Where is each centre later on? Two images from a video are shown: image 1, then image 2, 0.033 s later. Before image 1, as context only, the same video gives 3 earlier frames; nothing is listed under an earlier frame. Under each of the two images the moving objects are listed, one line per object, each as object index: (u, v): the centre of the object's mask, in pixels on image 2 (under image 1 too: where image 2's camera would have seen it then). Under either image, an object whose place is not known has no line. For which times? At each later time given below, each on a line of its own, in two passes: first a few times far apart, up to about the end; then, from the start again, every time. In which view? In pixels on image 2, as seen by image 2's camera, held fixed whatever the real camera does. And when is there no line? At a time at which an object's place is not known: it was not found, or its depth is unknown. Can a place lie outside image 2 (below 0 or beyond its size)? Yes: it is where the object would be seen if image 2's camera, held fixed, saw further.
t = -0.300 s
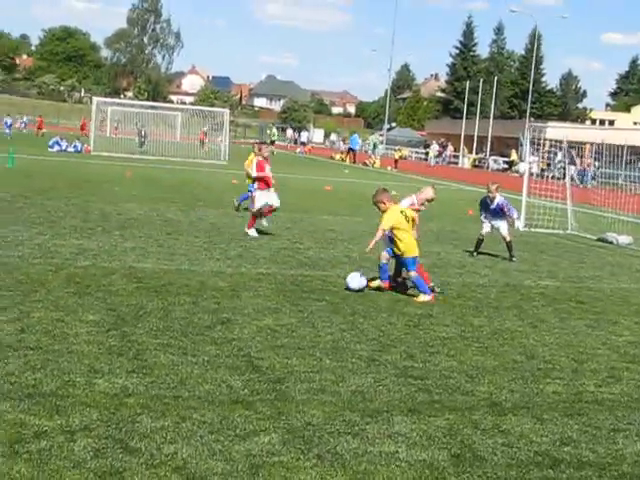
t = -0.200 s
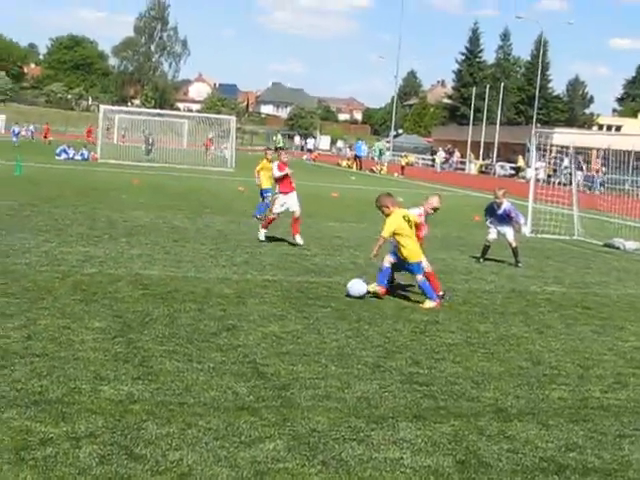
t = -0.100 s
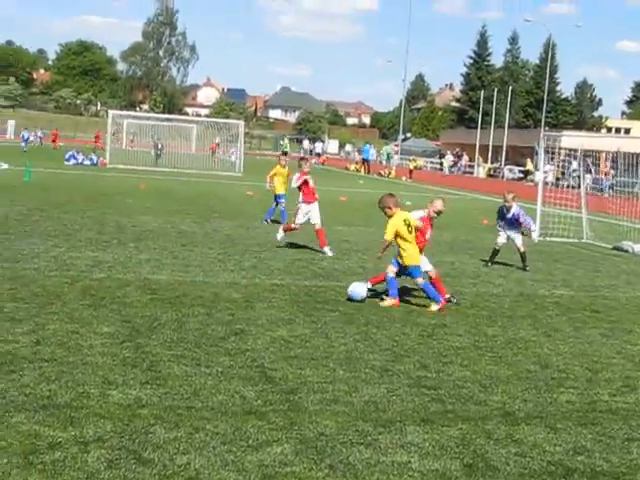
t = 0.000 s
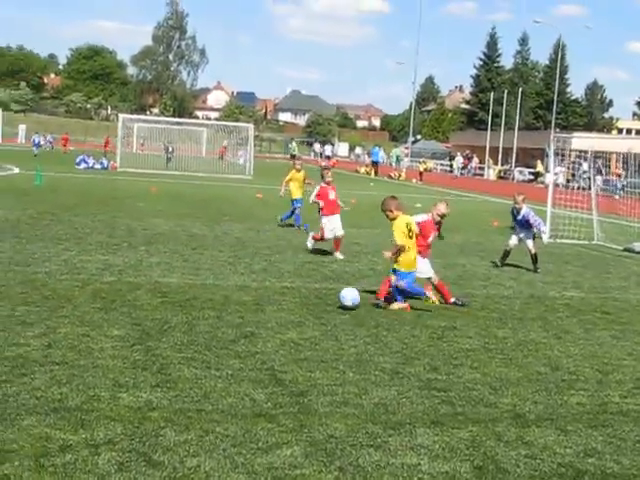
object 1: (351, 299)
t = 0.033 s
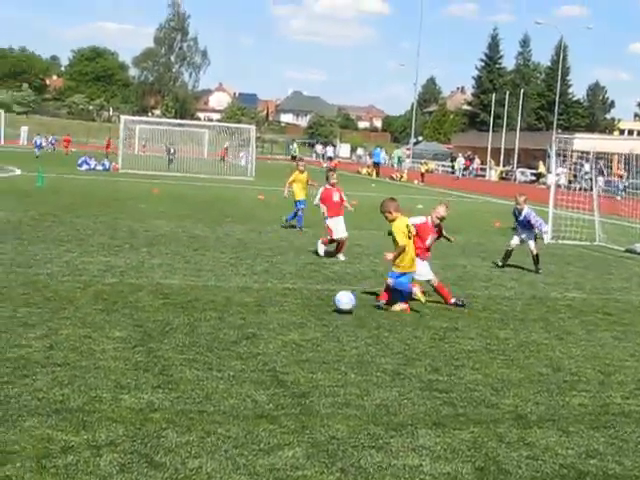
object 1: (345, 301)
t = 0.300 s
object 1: (299, 314)
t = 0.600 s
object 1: (253, 325)
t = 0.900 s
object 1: (206, 335)
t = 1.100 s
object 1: (175, 340)
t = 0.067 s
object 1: (338, 305)
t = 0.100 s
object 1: (332, 307)
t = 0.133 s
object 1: (326, 307)
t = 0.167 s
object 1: (321, 309)
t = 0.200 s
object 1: (315, 311)
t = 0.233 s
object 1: (310, 313)
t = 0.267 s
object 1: (305, 313)
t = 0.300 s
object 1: (299, 314)
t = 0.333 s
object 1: (294, 315)
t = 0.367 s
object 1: (289, 317)
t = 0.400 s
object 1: (283, 318)
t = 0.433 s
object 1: (278, 319)
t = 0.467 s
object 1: (273, 320)
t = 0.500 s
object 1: (269, 321)
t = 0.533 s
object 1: (263, 322)
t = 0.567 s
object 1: (258, 323)
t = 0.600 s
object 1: (253, 325)
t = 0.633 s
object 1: (248, 326)
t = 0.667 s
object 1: (243, 326)
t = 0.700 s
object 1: (237, 328)
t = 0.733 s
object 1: (232, 329)
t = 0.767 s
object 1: (227, 331)
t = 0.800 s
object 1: (222, 331)
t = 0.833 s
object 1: (216, 332)
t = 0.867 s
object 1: (211, 333)
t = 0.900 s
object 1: (206, 335)
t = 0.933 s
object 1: (201, 336)
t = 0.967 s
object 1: (196, 336)
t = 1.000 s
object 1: (190, 338)
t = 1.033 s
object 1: (184, 339)
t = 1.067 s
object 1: (179, 340)
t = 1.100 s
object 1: (175, 340)
